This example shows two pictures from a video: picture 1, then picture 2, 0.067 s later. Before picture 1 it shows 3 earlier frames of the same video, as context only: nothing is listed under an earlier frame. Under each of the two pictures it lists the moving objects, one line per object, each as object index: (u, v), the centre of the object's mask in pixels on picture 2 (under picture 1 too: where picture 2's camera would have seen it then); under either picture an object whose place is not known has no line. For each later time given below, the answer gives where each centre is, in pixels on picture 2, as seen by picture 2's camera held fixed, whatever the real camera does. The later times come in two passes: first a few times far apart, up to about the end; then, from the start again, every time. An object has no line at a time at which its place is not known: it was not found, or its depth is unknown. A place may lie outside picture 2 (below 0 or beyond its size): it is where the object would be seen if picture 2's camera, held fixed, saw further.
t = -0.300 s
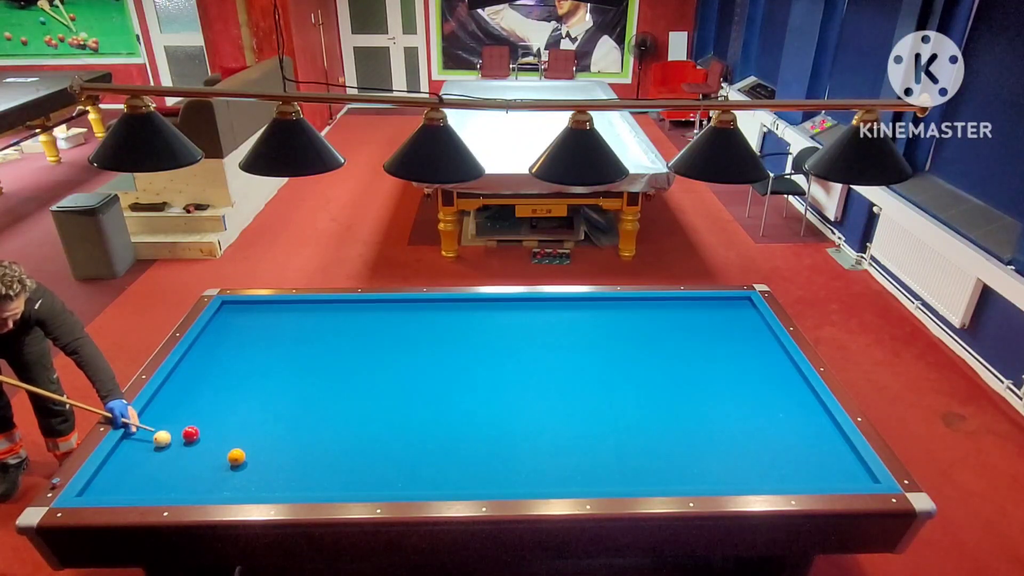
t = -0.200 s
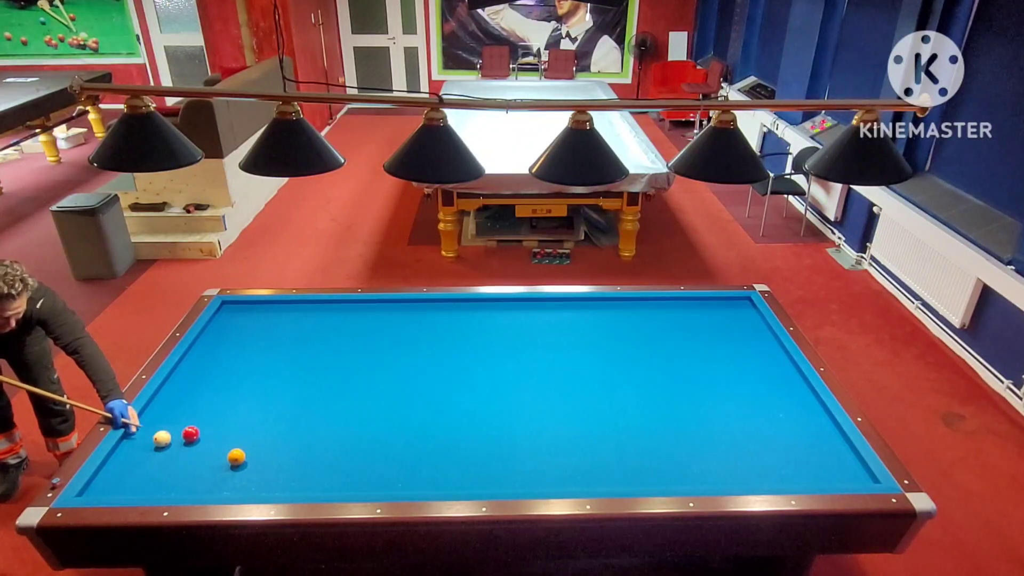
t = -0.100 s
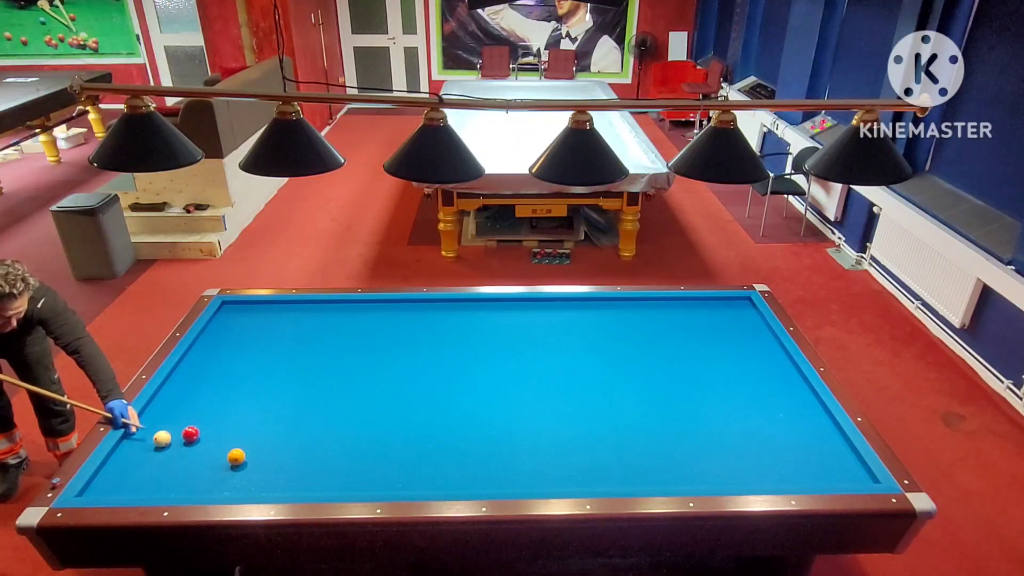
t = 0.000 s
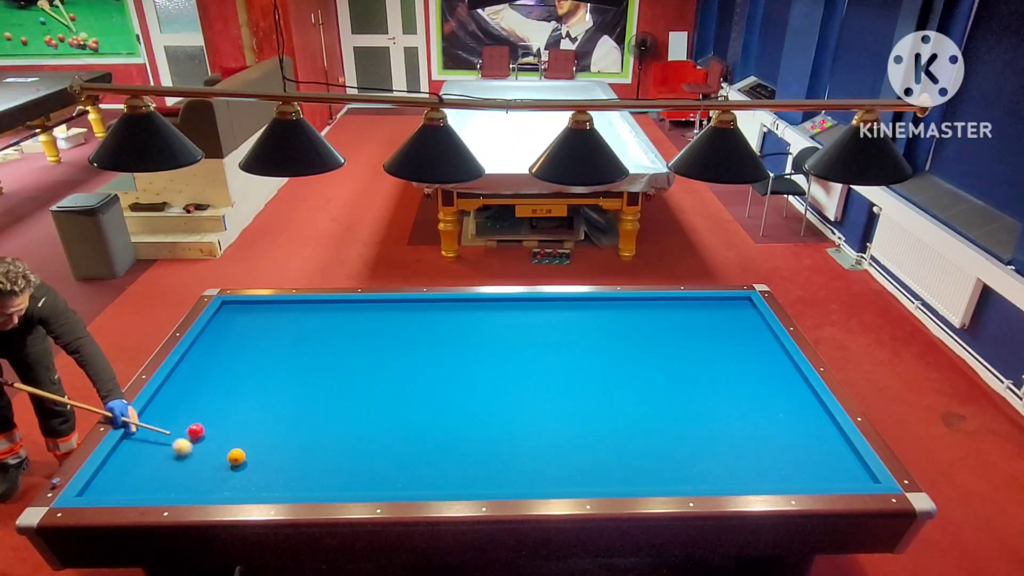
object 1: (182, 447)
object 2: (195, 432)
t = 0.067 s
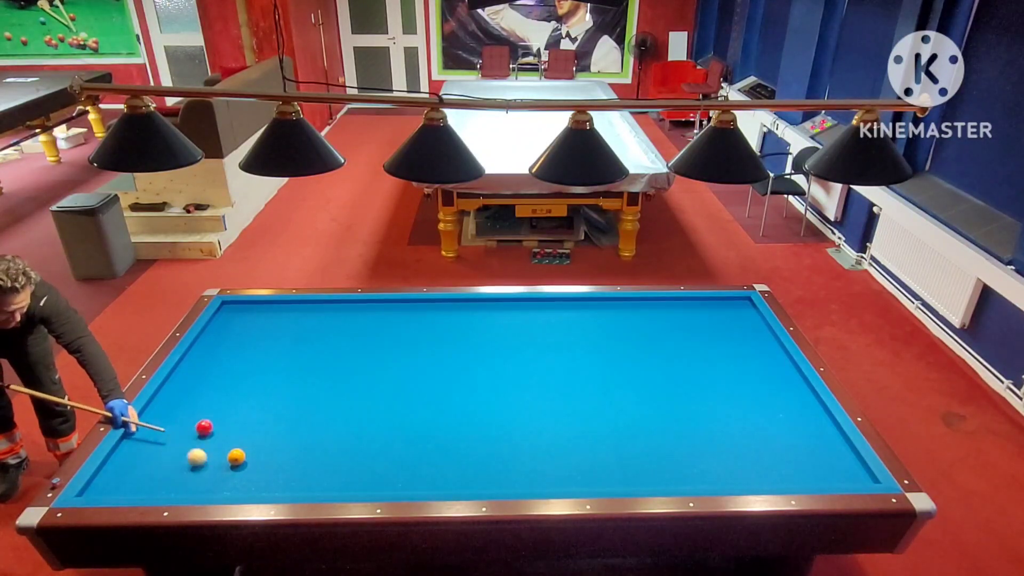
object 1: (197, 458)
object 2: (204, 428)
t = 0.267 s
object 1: (247, 485)
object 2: (226, 418)
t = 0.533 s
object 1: (343, 467)
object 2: (253, 405)
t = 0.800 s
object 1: (433, 445)
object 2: (277, 393)
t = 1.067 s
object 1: (514, 426)
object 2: (300, 382)
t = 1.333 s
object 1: (588, 408)
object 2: (322, 372)
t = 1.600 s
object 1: (656, 391)
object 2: (341, 363)
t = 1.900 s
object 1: (726, 374)
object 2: (361, 353)
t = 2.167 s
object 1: (783, 360)
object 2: (378, 345)
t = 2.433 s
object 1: (740, 343)
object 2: (394, 338)
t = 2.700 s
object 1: (699, 327)
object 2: (408, 331)
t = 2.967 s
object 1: (661, 313)
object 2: (422, 325)
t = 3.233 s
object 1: (627, 300)
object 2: (435, 319)
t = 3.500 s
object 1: (603, 308)
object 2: (447, 313)
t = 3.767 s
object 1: (578, 316)
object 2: (458, 308)
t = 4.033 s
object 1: (553, 324)
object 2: (468, 304)
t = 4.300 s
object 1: (527, 333)
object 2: (477, 303)
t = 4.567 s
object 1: (501, 341)
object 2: (483, 305)
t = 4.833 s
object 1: (473, 350)
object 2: (489, 307)
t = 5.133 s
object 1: (442, 361)
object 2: (495, 309)
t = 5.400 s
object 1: (414, 370)
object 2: (500, 311)
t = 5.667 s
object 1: (385, 380)
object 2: (505, 312)
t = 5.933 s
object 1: (355, 389)
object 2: (509, 314)
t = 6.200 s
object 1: (326, 399)
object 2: (512, 315)
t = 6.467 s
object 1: (295, 410)
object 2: (515, 316)
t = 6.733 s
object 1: (264, 420)
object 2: (518, 317)
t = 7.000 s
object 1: (232, 430)
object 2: (520, 318)
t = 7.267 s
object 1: (200, 441)
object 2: (522, 318)
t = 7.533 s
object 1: (167, 452)
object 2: (524, 319)
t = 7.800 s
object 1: (134, 462)
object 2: (524, 319)
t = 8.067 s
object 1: (101, 474)
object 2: (525, 320)
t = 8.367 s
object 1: (112, 483)
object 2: (525, 320)
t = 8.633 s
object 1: (121, 489)
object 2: (525, 320)
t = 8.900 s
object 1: (137, 487)
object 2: (525, 320)
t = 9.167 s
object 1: (151, 483)
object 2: (525, 320)
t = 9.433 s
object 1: (164, 478)
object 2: (525, 320)
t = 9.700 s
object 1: (176, 474)
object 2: (525, 320)
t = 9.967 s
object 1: (187, 470)
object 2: (525, 320)
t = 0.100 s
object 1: (205, 462)
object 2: (208, 426)
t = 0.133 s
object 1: (213, 467)
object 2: (212, 424)
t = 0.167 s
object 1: (221, 471)
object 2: (215, 423)
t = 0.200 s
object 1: (230, 476)
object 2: (219, 421)
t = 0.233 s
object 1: (238, 480)
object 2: (222, 420)
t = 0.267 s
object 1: (247, 485)
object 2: (226, 418)
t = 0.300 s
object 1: (256, 488)
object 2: (229, 416)
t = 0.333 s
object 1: (270, 485)
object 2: (233, 414)
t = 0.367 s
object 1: (283, 482)
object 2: (236, 413)
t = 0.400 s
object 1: (295, 478)
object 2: (239, 411)
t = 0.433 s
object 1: (307, 475)
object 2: (243, 410)
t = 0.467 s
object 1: (319, 472)
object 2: (246, 408)
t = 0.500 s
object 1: (331, 469)
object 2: (249, 406)
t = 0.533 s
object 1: (343, 467)
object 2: (253, 405)
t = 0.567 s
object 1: (355, 464)
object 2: (256, 404)
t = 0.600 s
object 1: (366, 461)
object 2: (259, 402)
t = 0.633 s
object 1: (378, 459)
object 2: (262, 401)
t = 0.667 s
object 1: (389, 456)
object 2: (265, 399)
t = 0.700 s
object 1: (400, 453)
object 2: (268, 398)
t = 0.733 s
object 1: (411, 451)
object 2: (271, 396)
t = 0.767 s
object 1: (422, 448)
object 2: (274, 395)
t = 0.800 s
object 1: (433, 445)
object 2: (277, 393)
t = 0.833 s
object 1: (443, 443)
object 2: (280, 392)
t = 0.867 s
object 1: (453, 440)
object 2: (283, 390)
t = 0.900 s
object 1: (464, 438)
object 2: (286, 389)
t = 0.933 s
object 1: (474, 435)
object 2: (289, 388)
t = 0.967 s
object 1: (484, 433)
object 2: (292, 386)
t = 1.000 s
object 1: (494, 430)
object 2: (295, 385)
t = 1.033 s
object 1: (504, 428)
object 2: (298, 384)
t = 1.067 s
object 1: (514, 426)
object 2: (300, 382)
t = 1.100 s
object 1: (524, 423)
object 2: (303, 381)
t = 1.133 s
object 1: (533, 421)
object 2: (306, 380)
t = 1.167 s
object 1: (543, 419)
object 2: (308, 379)
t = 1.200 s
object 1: (552, 416)
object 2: (311, 377)
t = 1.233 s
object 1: (561, 414)
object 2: (314, 376)
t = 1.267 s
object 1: (571, 412)
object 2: (316, 375)
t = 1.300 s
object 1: (579, 410)
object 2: (319, 374)
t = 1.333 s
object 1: (588, 408)
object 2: (322, 372)
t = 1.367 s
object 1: (597, 405)
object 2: (324, 371)
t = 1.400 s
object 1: (606, 403)
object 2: (327, 370)
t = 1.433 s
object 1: (615, 401)
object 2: (329, 369)
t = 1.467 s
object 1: (623, 399)
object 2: (331, 368)
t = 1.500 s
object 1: (632, 397)
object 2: (334, 366)
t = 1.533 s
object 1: (640, 395)
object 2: (336, 365)
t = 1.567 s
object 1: (648, 393)
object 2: (339, 364)
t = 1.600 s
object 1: (656, 391)
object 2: (341, 363)
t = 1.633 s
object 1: (664, 389)
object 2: (343, 362)
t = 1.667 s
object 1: (672, 387)
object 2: (346, 361)
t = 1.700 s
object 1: (680, 385)
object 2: (348, 360)
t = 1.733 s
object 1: (688, 383)
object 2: (350, 359)
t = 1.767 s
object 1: (695, 381)
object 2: (352, 358)
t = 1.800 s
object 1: (703, 379)
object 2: (355, 356)
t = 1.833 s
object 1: (711, 377)
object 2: (357, 355)
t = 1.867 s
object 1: (718, 375)
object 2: (359, 354)
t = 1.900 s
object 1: (726, 374)
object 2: (361, 353)
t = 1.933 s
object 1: (733, 372)
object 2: (363, 352)
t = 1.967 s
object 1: (740, 370)
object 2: (366, 351)
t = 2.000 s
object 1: (747, 368)
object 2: (368, 350)
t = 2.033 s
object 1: (755, 367)
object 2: (370, 349)
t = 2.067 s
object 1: (762, 365)
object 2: (372, 348)
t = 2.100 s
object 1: (769, 363)
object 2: (374, 347)
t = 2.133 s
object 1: (776, 362)
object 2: (376, 346)
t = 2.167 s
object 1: (783, 360)
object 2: (378, 345)
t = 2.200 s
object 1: (785, 358)
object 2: (380, 344)
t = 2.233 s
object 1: (777, 356)
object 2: (382, 343)
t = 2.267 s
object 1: (770, 353)
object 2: (384, 343)
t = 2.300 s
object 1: (763, 351)
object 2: (386, 342)
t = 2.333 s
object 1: (757, 349)
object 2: (388, 341)
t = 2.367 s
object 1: (751, 347)
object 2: (390, 340)
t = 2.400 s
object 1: (746, 345)
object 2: (392, 339)
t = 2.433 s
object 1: (740, 343)
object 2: (394, 338)
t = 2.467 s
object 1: (735, 341)
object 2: (396, 337)
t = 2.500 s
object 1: (729, 339)
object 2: (397, 336)
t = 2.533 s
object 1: (724, 337)
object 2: (399, 335)
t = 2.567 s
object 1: (719, 335)
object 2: (401, 334)
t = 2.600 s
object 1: (714, 333)
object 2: (403, 334)
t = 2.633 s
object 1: (709, 331)
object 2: (405, 333)
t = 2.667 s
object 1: (704, 329)
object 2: (407, 332)
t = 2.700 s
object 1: (699, 327)
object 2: (408, 331)
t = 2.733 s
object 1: (694, 325)
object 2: (410, 330)
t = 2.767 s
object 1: (689, 324)
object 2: (412, 330)
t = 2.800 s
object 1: (684, 322)
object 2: (414, 329)
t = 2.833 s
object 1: (680, 320)
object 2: (415, 328)
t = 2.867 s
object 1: (675, 318)
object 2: (417, 327)
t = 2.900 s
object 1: (670, 316)
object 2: (419, 326)
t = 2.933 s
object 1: (666, 315)
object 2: (420, 326)
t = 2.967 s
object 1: (661, 313)
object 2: (422, 325)
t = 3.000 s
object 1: (657, 311)
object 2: (424, 324)
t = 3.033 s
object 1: (652, 309)
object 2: (425, 323)
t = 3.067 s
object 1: (648, 308)
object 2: (427, 323)
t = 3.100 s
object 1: (643, 306)
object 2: (429, 322)
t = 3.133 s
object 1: (639, 305)
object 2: (430, 321)
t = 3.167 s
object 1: (635, 303)
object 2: (432, 320)
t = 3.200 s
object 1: (631, 301)
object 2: (433, 320)
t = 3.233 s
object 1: (627, 300)
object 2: (435, 319)
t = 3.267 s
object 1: (624, 301)
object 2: (436, 318)
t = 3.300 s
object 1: (621, 302)
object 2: (438, 317)
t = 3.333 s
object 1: (618, 303)
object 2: (439, 317)
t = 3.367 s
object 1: (615, 304)
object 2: (441, 316)
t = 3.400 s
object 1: (612, 305)
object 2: (443, 315)
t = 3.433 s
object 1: (609, 306)
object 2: (444, 315)
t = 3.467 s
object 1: (606, 307)
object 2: (445, 314)
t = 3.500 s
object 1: (603, 308)
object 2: (447, 313)
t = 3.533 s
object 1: (600, 309)
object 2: (448, 313)
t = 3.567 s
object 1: (597, 310)
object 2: (450, 312)
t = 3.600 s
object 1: (593, 311)
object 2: (451, 312)
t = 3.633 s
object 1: (591, 312)
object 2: (453, 311)
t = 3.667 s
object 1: (588, 313)
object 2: (454, 310)
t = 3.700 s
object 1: (584, 314)
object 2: (455, 310)
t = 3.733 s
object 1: (581, 315)
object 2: (457, 309)
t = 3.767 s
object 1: (578, 316)
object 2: (458, 308)
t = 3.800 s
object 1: (575, 317)
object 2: (460, 308)
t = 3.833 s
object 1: (572, 318)
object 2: (461, 307)
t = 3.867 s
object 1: (569, 319)
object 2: (462, 307)
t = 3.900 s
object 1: (566, 320)
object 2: (463, 306)
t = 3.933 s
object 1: (563, 321)
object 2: (465, 305)
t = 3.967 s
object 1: (559, 322)
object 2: (466, 305)
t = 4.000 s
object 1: (556, 323)
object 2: (467, 304)
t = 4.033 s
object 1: (553, 324)
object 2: (468, 304)
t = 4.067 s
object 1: (550, 325)
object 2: (470, 303)
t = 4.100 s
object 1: (547, 326)
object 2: (471, 303)
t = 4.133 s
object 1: (543, 327)
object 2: (472, 302)
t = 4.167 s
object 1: (540, 328)
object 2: (473, 302)
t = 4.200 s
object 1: (537, 330)
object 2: (474, 302)
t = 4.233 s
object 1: (534, 331)
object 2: (475, 302)
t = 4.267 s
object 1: (530, 332)
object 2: (476, 303)
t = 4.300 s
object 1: (527, 333)
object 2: (477, 303)
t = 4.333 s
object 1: (524, 334)
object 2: (477, 303)
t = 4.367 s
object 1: (520, 335)
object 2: (478, 303)
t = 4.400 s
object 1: (517, 336)
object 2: (479, 304)
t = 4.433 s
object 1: (514, 337)
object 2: (480, 304)
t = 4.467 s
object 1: (511, 338)
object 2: (480, 304)
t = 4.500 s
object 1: (507, 339)
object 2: (481, 304)
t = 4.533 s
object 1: (504, 340)
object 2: (482, 305)
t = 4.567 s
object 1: (501, 341)
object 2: (483, 305)
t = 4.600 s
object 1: (497, 343)
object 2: (484, 305)
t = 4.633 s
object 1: (494, 344)
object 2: (484, 305)
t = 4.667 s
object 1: (490, 345)
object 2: (485, 306)
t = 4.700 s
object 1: (487, 346)
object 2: (486, 306)
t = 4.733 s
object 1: (484, 347)
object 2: (487, 306)
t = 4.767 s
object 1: (480, 348)
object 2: (487, 306)
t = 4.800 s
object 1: (477, 349)
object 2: (488, 307)
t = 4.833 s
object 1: (473, 350)
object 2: (489, 307)
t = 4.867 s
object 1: (470, 351)
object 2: (490, 307)
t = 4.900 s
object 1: (467, 353)
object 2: (490, 307)
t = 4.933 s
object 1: (463, 354)
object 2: (491, 308)
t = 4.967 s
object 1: (459, 355)
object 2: (492, 308)
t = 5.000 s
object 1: (456, 356)
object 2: (492, 308)
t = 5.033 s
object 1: (453, 357)
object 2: (493, 308)
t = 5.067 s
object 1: (449, 358)
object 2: (494, 309)
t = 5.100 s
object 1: (446, 360)
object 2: (494, 309)
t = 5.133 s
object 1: (442, 361)
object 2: (495, 309)
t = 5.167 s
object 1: (438, 362)
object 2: (496, 309)
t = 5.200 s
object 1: (435, 363)
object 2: (496, 310)
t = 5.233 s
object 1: (432, 364)
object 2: (497, 310)
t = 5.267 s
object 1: (428, 365)
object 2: (497, 310)
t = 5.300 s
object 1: (425, 367)
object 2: (498, 310)
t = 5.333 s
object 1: (421, 368)
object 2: (499, 310)
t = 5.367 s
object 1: (417, 369)
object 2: (499, 310)
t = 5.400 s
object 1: (414, 370)
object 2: (500, 311)
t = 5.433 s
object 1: (410, 371)
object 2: (501, 311)
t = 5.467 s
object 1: (406, 373)
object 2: (501, 311)
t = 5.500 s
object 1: (403, 373)
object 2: (502, 311)
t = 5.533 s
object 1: (400, 375)
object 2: (502, 311)
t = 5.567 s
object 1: (396, 376)
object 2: (503, 312)
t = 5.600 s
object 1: (392, 377)
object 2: (503, 312)
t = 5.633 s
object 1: (388, 379)
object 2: (504, 312)
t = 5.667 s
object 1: (385, 380)
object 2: (505, 312)
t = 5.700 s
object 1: (381, 381)
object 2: (505, 313)
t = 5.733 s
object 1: (378, 382)
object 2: (506, 313)
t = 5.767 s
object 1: (374, 383)
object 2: (506, 313)
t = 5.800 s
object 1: (370, 385)
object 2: (507, 313)
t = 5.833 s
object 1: (366, 386)
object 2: (507, 313)
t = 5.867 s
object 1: (363, 387)
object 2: (508, 313)
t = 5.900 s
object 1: (359, 388)
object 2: (508, 313)
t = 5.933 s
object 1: (355, 389)
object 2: (509, 314)
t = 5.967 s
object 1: (352, 391)
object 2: (509, 314)
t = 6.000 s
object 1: (348, 392)
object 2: (509, 314)
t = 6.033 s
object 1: (344, 393)
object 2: (510, 314)
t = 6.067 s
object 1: (340, 394)
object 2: (510, 314)
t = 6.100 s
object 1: (337, 395)
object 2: (511, 314)
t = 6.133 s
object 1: (333, 397)
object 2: (512, 315)
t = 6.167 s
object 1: (329, 398)
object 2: (512, 315)
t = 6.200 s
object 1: (326, 399)
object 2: (512, 315)
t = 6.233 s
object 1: (322, 400)
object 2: (513, 315)
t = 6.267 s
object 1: (318, 402)
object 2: (513, 315)
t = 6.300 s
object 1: (314, 403)
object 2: (513, 315)
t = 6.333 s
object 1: (310, 404)
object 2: (514, 315)
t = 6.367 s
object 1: (306, 406)
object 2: (514, 316)
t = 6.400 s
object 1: (303, 407)
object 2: (515, 316)
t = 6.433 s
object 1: (299, 408)
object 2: (515, 316)
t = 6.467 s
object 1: (295, 410)
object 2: (515, 316)
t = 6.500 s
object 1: (291, 410)
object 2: (516, 316)
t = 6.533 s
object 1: (287, 412)
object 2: (516, 316)
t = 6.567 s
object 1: (283, 413)
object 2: (517, 316)
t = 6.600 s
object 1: (280, 415)
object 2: (517, 316)
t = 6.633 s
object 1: (276, 416)
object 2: (517, 316)
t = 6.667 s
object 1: (272, 417)
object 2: (518, 317)
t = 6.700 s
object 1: (268, 418)
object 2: (518, 317)
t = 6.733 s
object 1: (264, 420)
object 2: (518, 317)
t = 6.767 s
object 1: (260, 421)
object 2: (518, 317)
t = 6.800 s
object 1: (256, 422)
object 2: (519, 317)
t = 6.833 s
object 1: (252, 424)
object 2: (519, 317)
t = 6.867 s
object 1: (248, 425)
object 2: (519, 317)
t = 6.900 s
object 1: (244, 426)
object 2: (520, 317)
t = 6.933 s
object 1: (240, 428)
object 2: (520, 317)
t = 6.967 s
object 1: (236, 429)
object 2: (520, 318)
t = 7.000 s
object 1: (232, 430)
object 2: (520, 318)
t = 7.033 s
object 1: (228, 432)
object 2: (521, 318)
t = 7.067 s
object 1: (224, 433)
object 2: (521, 318)
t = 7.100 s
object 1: (220, 434)
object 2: (521, 318)
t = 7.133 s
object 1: (216, 436)
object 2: (521, 318)
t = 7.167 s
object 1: (212, 437)
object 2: (522, 318)
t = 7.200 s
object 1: (208, 438)
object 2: (522, 318)
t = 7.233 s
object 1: (204, 439)
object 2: (522, 318)
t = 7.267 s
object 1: (200, 441)
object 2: (522, 318)
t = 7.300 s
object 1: (196, 442)
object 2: (523, 319)
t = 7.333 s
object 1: (192, 444)
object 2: (523, 319)
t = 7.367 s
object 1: (188, 445)
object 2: (523, 319)
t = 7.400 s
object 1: (184, 446)
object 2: (523, 319)
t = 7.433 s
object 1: (180, 448)
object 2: (523, 319)
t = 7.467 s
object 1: (175, 449)
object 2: (523, 319)
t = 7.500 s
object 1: (172, 450)
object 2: (523, 319)
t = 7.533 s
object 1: (167, 452)
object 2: (524, 319)
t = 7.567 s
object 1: (163, 453)
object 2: (524, 319)
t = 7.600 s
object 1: (159, 454)
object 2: (524, 319)
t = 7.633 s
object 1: (155, 456)
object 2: (524, 319)
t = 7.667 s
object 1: (151, 457)
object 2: (524, 319)
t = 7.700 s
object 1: (147, 459)
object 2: (524, 319)
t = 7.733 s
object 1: (142, 460)
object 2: (524, 319)
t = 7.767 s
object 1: (138, 461)
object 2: (524, 319)
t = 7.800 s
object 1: (134, 462)
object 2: (524, 319)
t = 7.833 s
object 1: (130, 464)
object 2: (525, 319)
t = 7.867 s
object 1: (126, 465)
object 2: (525, 319)
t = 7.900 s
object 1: (122, 467)
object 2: (525, 319)
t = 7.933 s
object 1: (118, 468)
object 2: (525, 319)
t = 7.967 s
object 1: (113, 469)
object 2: (525, 320)
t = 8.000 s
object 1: (109, 470)
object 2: (525, 320)
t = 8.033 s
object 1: (105, 472)
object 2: (525, 320)
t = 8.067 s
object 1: (101, 474)
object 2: (525, 320)
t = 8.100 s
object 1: (103, 475)
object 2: (525, 320)
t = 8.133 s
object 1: (104, 475)
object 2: (525, 320)
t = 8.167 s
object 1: (105, 476)
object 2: (525, 320)
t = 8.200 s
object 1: (106, 478)
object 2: (525, 320)
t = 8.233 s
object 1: (107, 479)
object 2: (525, 320)
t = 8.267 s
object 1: (109, 480)
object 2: (525, 320)
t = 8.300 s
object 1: (110, 481)
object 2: (525, 320)
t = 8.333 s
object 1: (111, 482)
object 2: (525, 320)
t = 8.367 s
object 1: (112, 483)
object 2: (525, 320)
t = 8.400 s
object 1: (113, 484)
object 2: (525, 320)
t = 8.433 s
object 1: (114, 485)
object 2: (525, 320)
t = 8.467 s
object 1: (116, 486)
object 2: (525, 320)
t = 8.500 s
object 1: (117, 487)
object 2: (525, 320)
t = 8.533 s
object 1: (118, 488)
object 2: (525, 320)
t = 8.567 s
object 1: (119, 488)
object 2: (525, 320)
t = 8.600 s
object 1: (120, 489)
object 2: (525, 320)
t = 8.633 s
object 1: (121, 489)
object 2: (525, 320)
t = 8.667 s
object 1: (123, 490)
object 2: (525, 320)
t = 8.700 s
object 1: (125, 489)
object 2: (525, 320)
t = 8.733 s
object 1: (127, 489)
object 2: (525, 320)
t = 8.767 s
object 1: (129, 488)
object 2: (525, 320)
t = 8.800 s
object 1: (131, 488)
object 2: (525, 320)
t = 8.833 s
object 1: (133, 487)
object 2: (525, 320)
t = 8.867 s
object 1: (134, 487)
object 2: (525, 320)
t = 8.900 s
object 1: (137, 487)
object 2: (525, 320)
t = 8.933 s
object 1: (138, 486)
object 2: (525, 320)
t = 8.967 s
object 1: (140, 486)
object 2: (525, 320)
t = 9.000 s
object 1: (142, 486)
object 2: (525, 320)
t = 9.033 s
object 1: (144, 485)
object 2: (525, 320)
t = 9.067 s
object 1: (146, 485)
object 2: (525, 320)
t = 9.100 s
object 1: (147, 484)
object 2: (525, 320)
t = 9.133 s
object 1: (149, 483)
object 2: (525, 320)
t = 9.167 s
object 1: (151, 483)
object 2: (525, 320)
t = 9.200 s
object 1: (153, 482)
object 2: (525, 320)
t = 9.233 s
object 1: (154, 481)
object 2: (525, 320)
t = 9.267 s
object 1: (156, 481)
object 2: (525, 320)
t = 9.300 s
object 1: (158, 480)
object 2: (525, 320)
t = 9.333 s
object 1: (159, 480)
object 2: (525, 320)
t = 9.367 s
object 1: (161, 479)
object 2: (525, 320)
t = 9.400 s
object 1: (163, 479)
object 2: (525, 320)
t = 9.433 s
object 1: (164, 478)
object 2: (525, 320)
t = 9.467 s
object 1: (166, 477)
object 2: (525, 320)
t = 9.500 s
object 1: (168, 477)
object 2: (525, 320)
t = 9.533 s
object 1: (169, 477)
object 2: (525, 320)
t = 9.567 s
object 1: (170, 477)
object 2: (525, 320)
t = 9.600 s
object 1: (172, 476)
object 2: (525, 320)
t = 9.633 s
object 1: (173, 475)
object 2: (525, 320)
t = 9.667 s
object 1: (175, 475)
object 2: (525, 320)
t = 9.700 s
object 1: (176, 474)
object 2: (525, 320)
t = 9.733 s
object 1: (178, 474)
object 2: (525, 320)
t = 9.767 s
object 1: (179, 473)
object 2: (525, 320)
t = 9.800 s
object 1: (180, 473)
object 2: (525, 320)
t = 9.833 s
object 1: (182, 472)
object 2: (525, 320)
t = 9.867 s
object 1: (183, 472)
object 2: (525, 320)
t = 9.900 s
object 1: (185, 471)
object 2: (525, 320)
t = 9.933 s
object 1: (186, 471)
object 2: (525, 320)
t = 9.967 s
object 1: (187, 470)
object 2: (525, 320)
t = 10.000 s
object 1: (189, 470)
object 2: (525, 320)
